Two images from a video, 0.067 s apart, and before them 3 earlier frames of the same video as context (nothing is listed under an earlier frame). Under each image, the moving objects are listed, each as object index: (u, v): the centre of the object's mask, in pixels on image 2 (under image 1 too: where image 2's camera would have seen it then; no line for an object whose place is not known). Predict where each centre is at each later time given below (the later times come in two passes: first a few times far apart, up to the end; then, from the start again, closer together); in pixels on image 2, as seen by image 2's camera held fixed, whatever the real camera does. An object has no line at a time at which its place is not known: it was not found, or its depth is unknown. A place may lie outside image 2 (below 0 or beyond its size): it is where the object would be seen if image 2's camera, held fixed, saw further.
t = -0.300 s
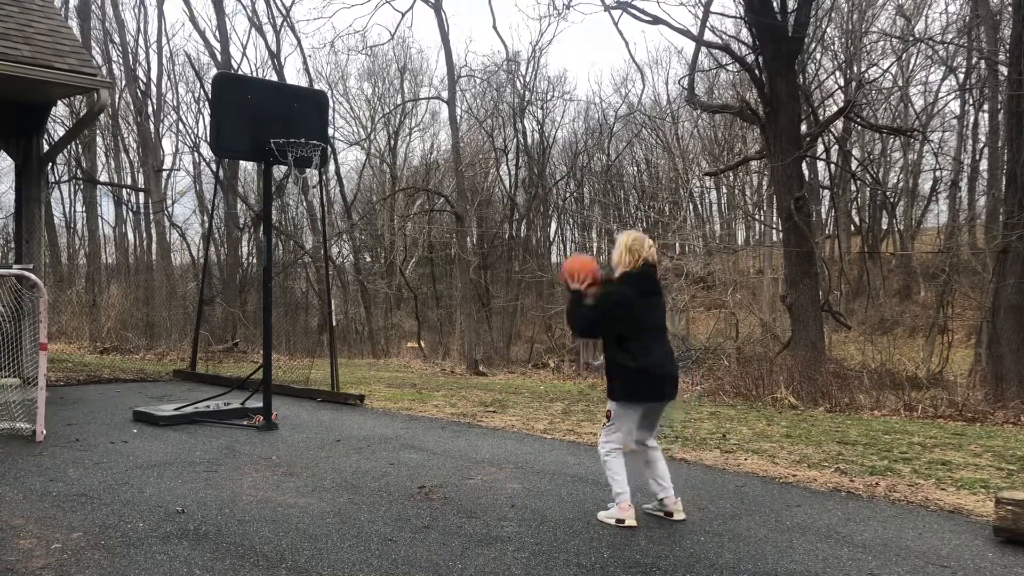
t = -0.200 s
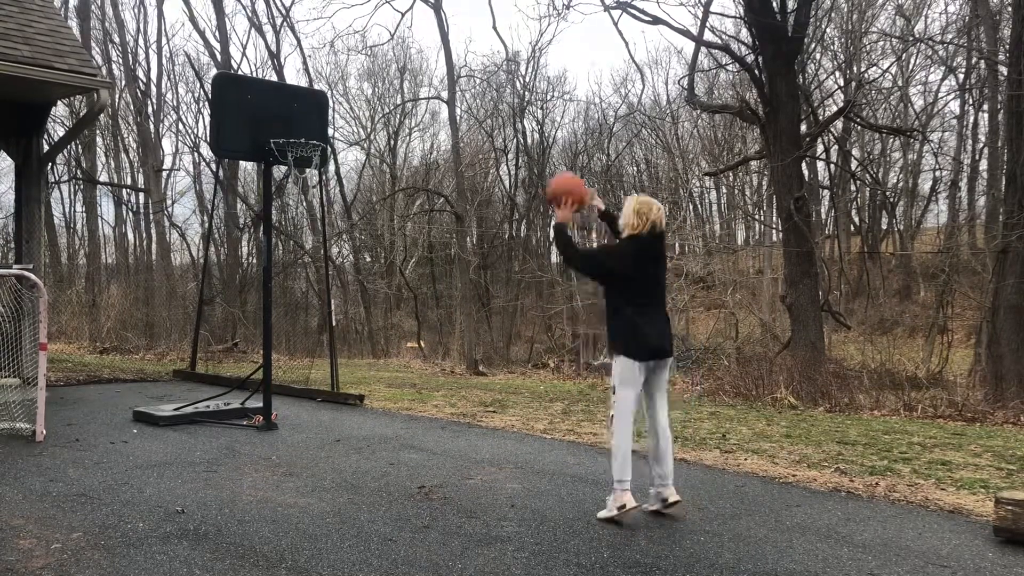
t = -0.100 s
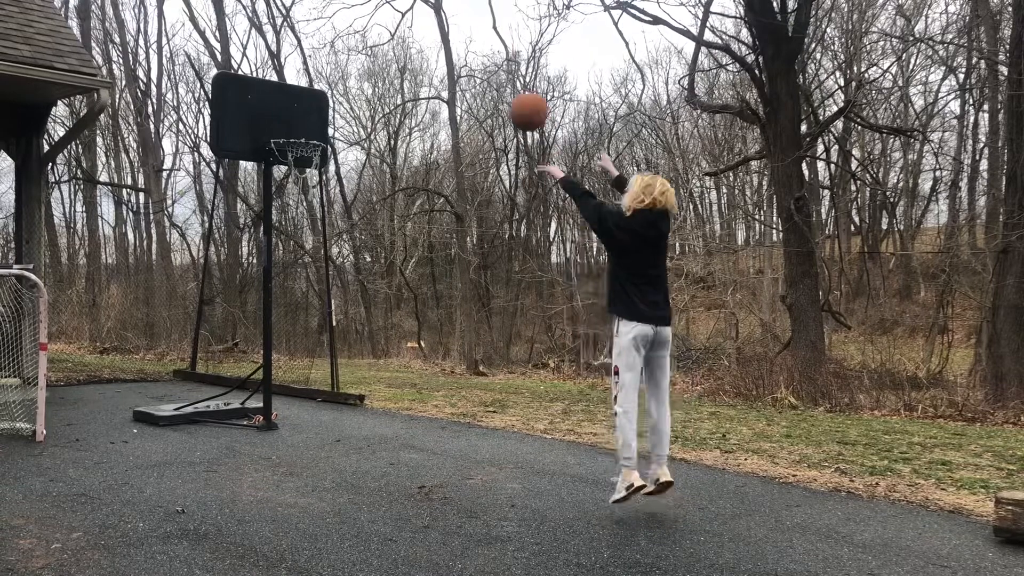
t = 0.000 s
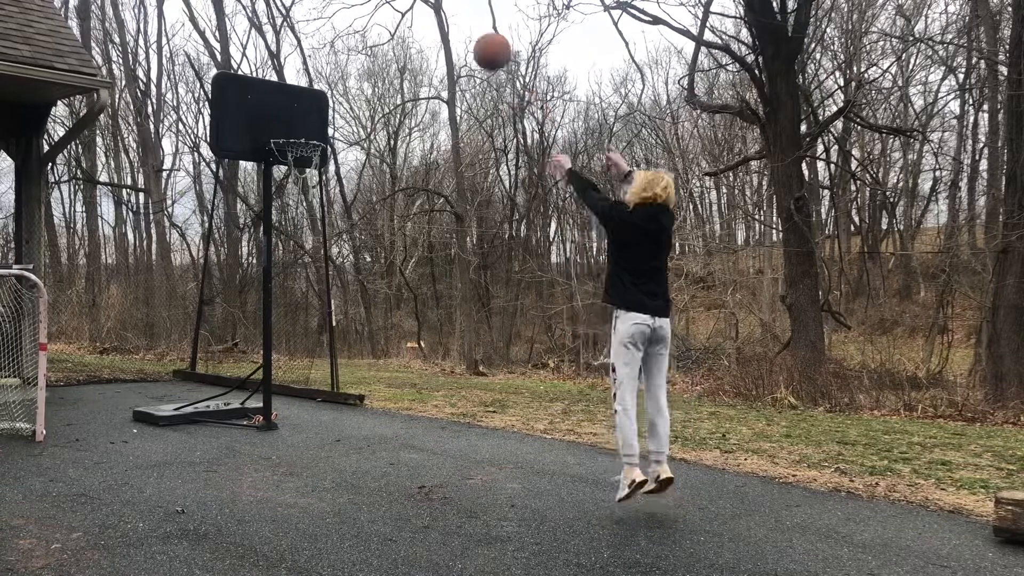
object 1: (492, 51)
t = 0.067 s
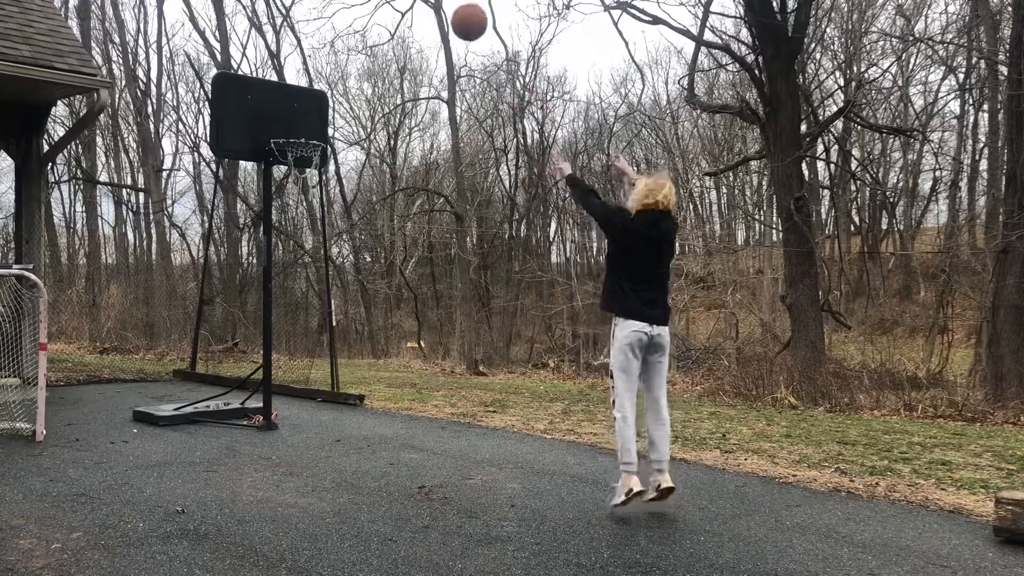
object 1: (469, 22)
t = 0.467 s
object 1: (353, 6)
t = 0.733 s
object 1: (289, 91)
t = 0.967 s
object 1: (296, 200)
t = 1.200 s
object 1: (320, 370)
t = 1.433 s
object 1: (351, 355)
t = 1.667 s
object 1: (389, 314)
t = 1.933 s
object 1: (435, 354)
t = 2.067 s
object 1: (457, 414)
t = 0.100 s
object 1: (457, 13)
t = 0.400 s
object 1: (370, 1)
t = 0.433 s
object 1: (362, 3)
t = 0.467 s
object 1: (353, 6)
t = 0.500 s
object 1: (344, 10)
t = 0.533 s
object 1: (336, 14)
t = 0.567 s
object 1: (328, 24)
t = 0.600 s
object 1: (320, 35)
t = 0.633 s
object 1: (312, 48)
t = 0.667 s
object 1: (304, 62)
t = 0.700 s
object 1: (297, 76)
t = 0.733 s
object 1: (289, 91)
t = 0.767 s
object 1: (282, 107)
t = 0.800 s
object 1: (282, 120)
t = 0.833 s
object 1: (285, 130)
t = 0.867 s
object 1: (289, 145)
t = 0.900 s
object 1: (292, 164)
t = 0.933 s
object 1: (292, 180)
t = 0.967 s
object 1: (296, 200)
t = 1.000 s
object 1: (301, 220)
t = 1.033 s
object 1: (304, 241)
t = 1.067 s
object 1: (308, 264)
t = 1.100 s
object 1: (310, 288)
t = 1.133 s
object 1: (314, 315)
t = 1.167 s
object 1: (317, 341)
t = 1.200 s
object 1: (320, 370)
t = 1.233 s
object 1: (321, 401)
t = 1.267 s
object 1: (326, 425)
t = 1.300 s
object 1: (330, 409)
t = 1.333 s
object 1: (335, 393)
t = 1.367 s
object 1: (341, 378)
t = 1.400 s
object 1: (346, 366)
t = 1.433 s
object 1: (351, 355)
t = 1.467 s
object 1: (357, 345)
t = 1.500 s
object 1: (362, 336)
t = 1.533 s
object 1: (367, 328)
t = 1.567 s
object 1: (372, 324)
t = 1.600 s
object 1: (377, 319)
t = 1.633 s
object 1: (383, 316)
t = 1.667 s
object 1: (389, 314)
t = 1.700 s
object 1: (393, 314)
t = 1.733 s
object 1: (399, 315)
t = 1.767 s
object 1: (405, 317)
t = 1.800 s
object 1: (410, 322)
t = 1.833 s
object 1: (417, 327)
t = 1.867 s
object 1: (422, 334)
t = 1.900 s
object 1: (427, 343)
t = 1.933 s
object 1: (435, 354)
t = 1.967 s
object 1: (439, 366)
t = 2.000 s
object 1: (445, 380)
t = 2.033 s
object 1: (452, 395)
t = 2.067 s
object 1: (457, 414)
